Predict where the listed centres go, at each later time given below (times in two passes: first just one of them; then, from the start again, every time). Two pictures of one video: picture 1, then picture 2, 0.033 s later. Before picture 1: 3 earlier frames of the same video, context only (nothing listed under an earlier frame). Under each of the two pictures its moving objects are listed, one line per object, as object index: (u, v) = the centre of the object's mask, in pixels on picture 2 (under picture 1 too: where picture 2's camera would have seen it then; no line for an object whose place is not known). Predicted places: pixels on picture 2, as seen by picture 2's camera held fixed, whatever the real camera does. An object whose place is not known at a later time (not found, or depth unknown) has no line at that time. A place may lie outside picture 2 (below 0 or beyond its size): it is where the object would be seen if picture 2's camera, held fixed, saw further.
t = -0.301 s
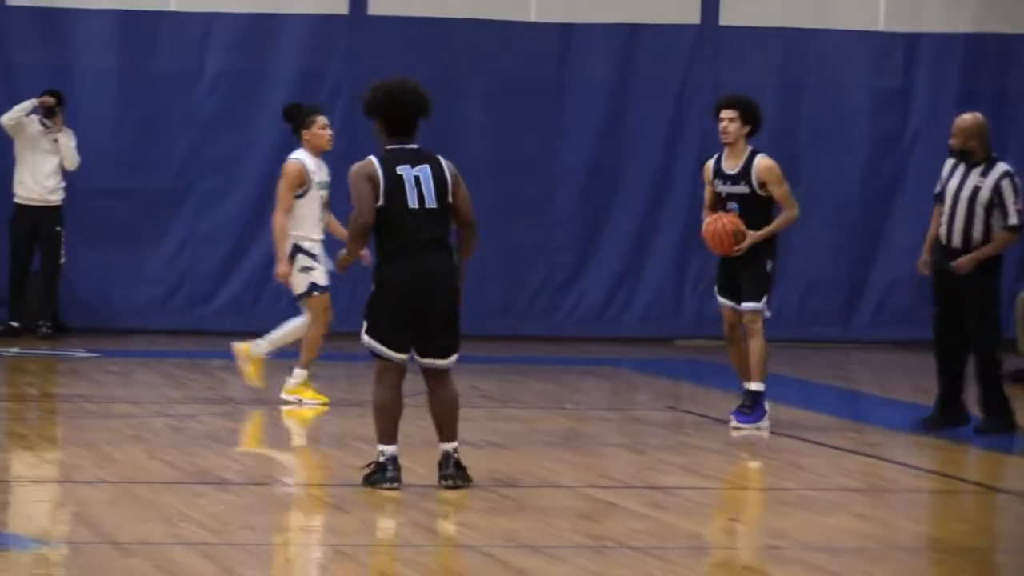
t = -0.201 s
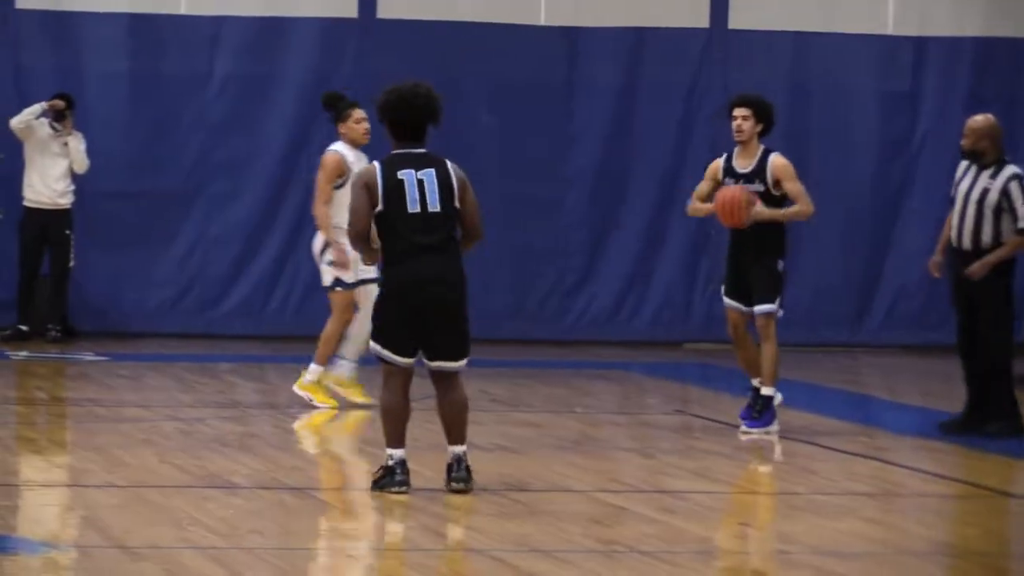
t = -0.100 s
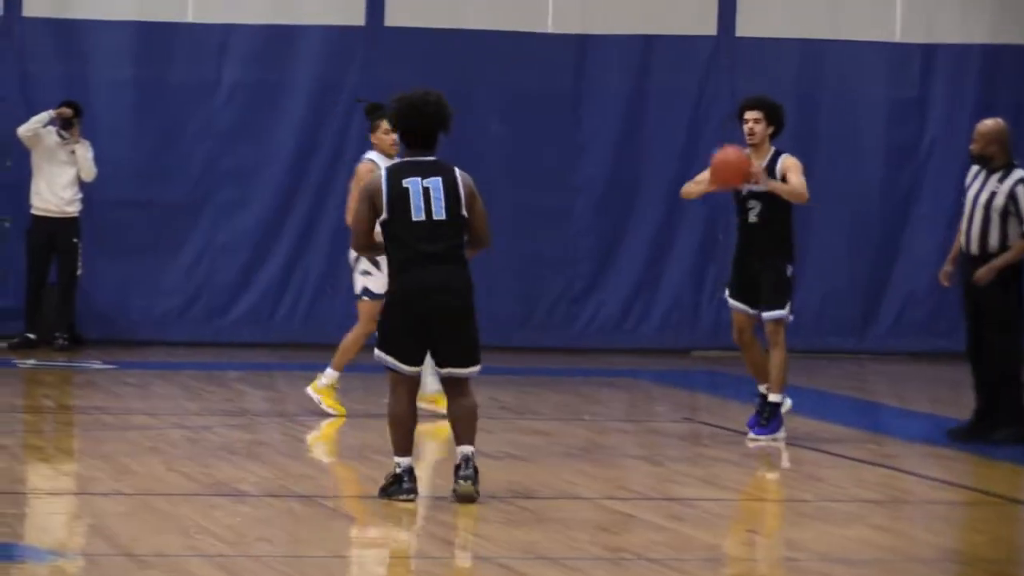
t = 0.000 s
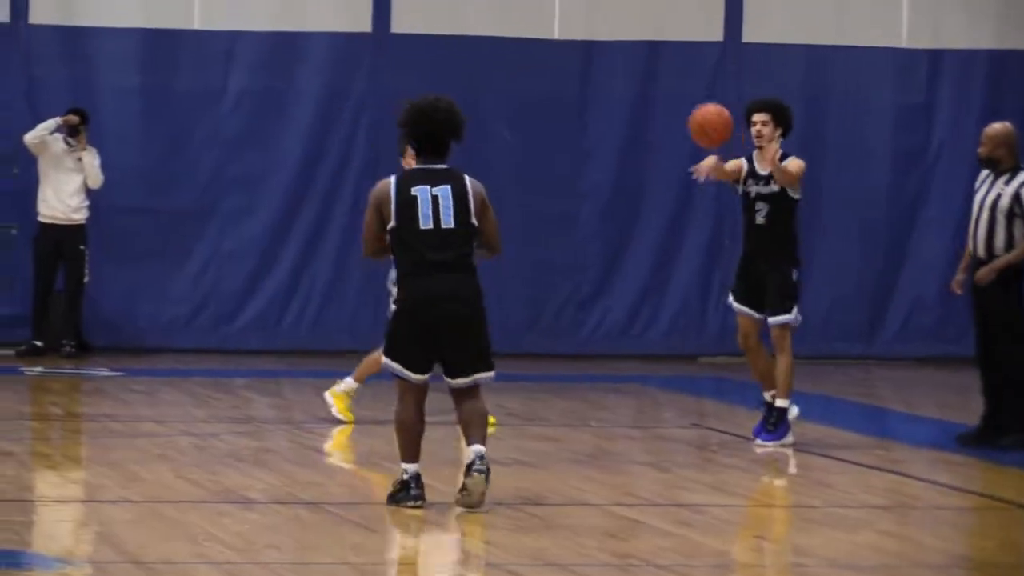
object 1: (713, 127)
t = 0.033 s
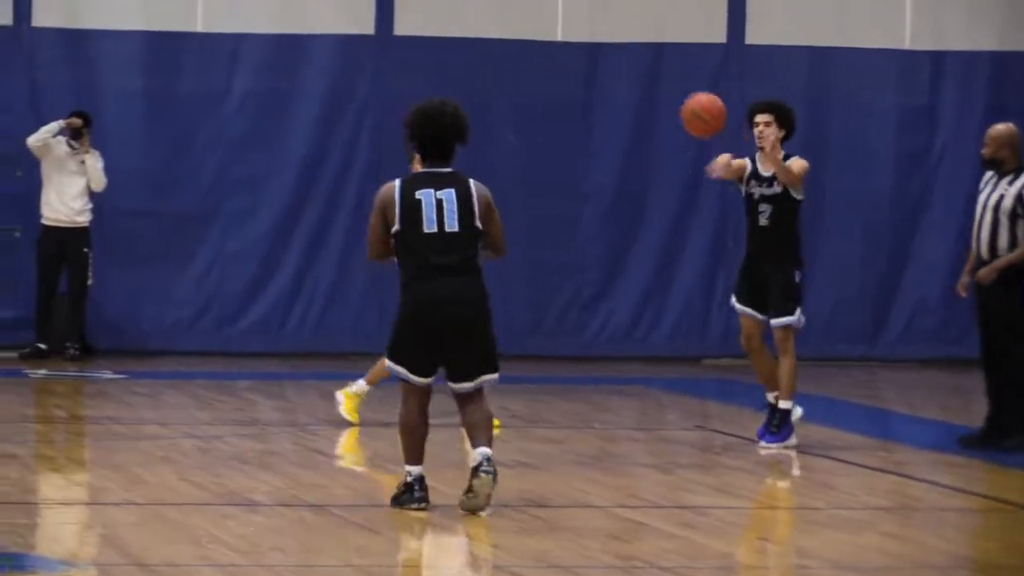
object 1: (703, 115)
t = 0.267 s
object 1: (623, 86)
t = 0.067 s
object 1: (692, 104)
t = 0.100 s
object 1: (681, 96)
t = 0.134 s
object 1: (670, 90)
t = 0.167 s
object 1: (658, 86)
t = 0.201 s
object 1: (646, 84)
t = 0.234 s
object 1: (634, 83)
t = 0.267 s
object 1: (623, 86)
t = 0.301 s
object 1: (610, 89)
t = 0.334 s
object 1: (598, 96)
